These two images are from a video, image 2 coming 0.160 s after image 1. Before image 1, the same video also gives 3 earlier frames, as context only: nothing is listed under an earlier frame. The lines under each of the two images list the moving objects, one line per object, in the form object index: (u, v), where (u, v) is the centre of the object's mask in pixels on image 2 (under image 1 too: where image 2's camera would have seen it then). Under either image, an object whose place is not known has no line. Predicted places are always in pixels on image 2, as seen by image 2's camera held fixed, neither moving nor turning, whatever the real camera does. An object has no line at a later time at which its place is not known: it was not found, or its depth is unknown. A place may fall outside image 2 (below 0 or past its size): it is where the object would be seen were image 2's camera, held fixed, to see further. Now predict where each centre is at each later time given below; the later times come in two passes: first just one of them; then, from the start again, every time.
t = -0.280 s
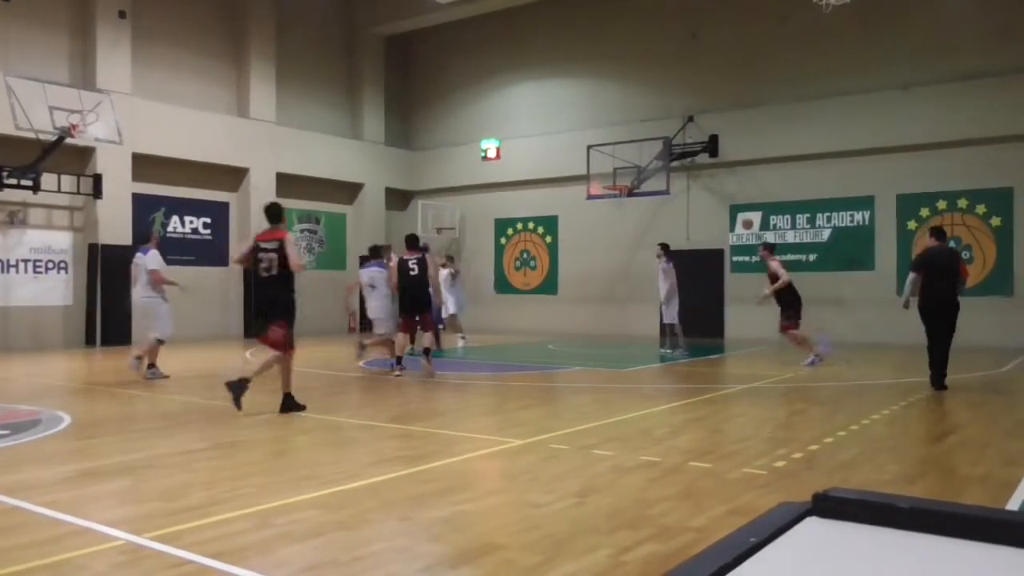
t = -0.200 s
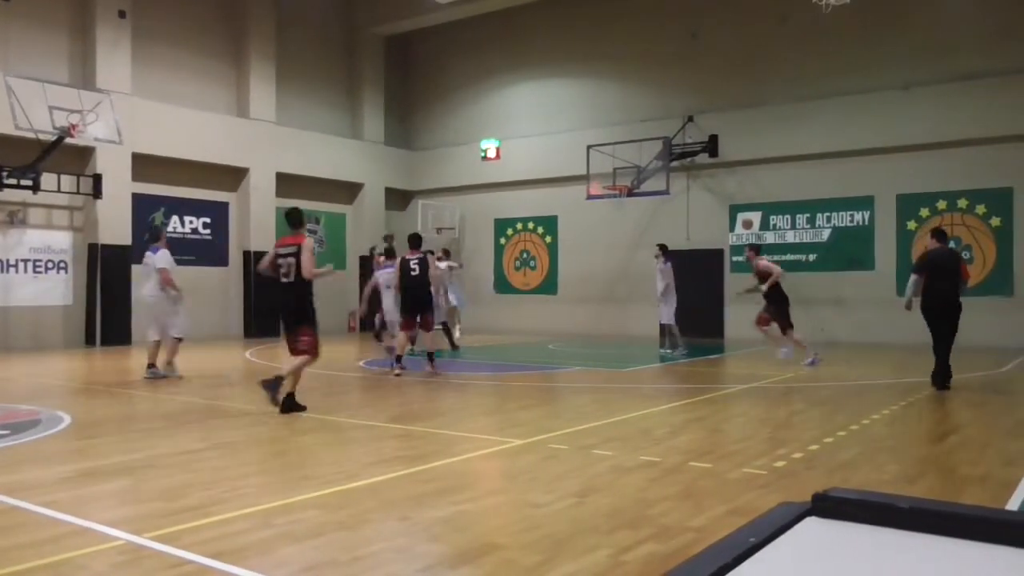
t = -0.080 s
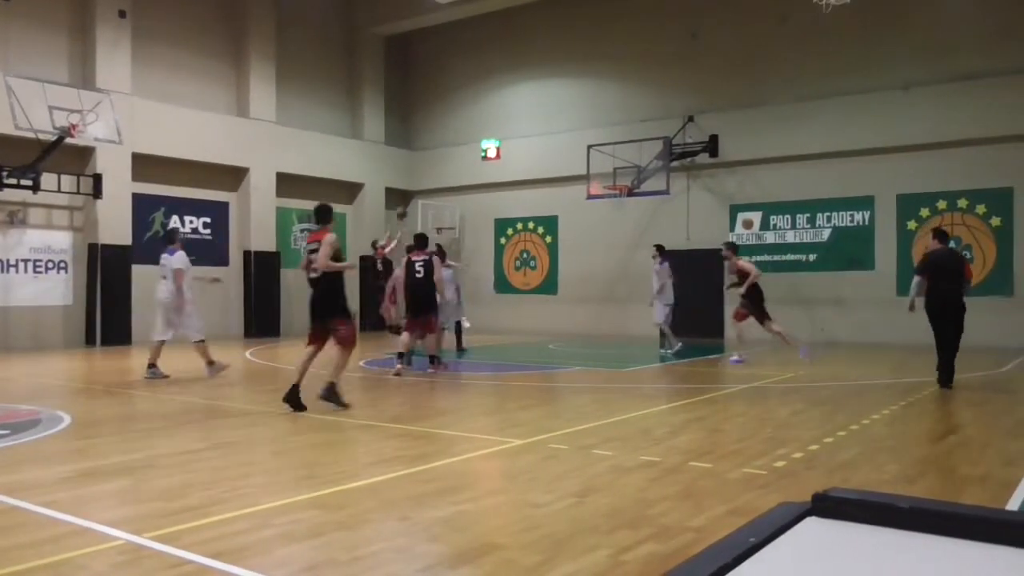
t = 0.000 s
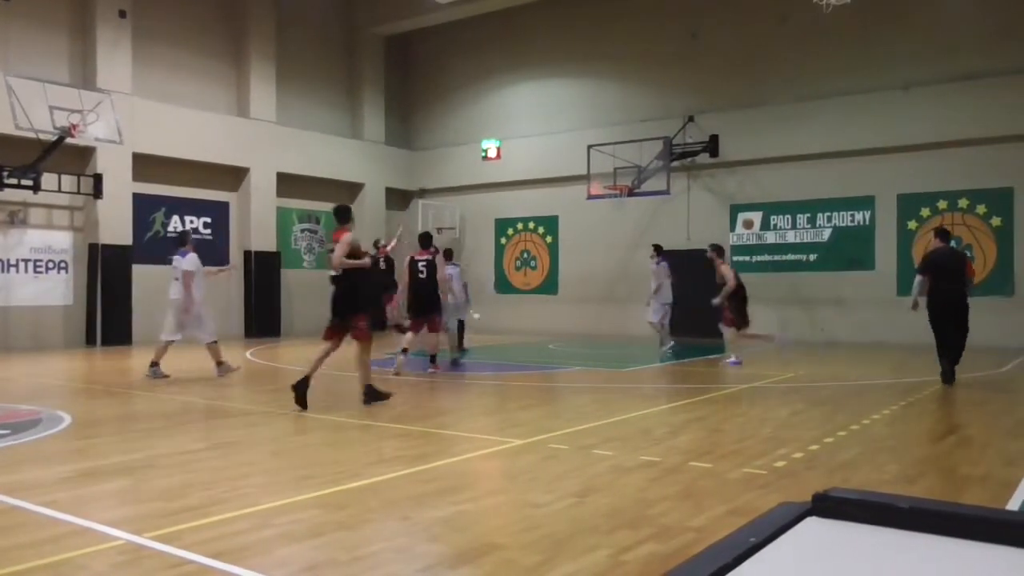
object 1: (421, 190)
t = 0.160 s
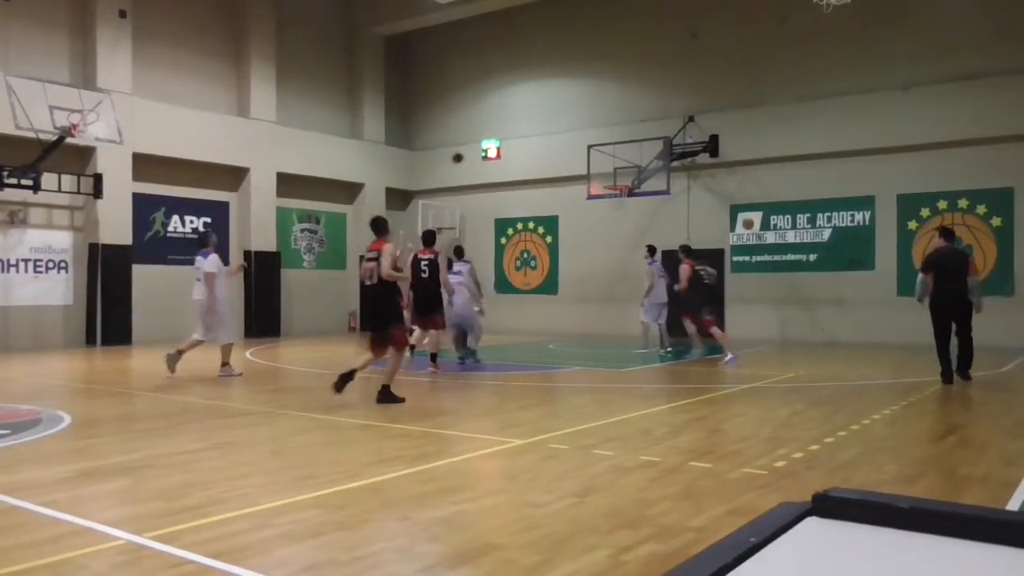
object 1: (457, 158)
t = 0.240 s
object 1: (475, 145)
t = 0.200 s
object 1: (466, 151)
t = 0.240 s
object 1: (475, 145)
